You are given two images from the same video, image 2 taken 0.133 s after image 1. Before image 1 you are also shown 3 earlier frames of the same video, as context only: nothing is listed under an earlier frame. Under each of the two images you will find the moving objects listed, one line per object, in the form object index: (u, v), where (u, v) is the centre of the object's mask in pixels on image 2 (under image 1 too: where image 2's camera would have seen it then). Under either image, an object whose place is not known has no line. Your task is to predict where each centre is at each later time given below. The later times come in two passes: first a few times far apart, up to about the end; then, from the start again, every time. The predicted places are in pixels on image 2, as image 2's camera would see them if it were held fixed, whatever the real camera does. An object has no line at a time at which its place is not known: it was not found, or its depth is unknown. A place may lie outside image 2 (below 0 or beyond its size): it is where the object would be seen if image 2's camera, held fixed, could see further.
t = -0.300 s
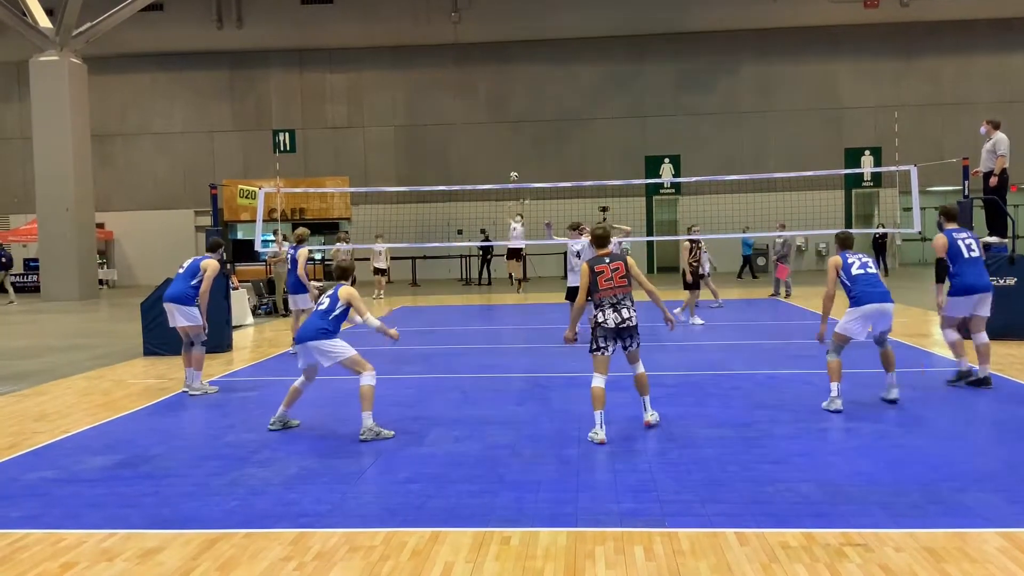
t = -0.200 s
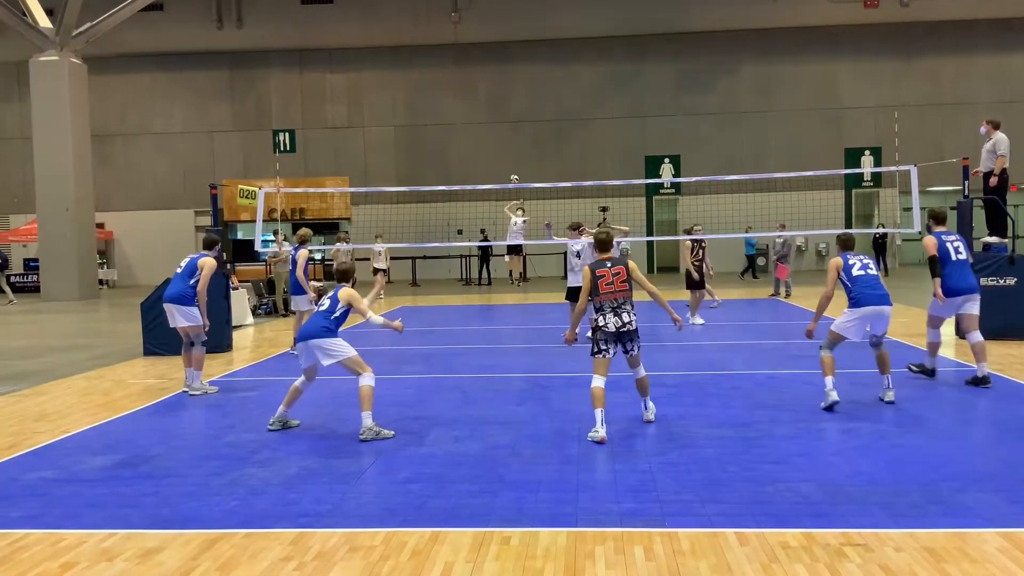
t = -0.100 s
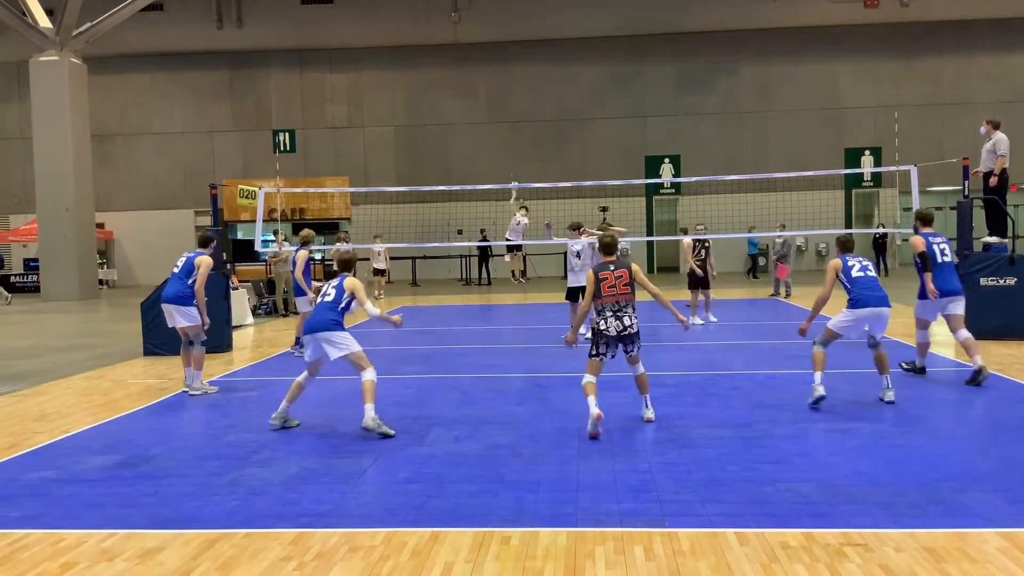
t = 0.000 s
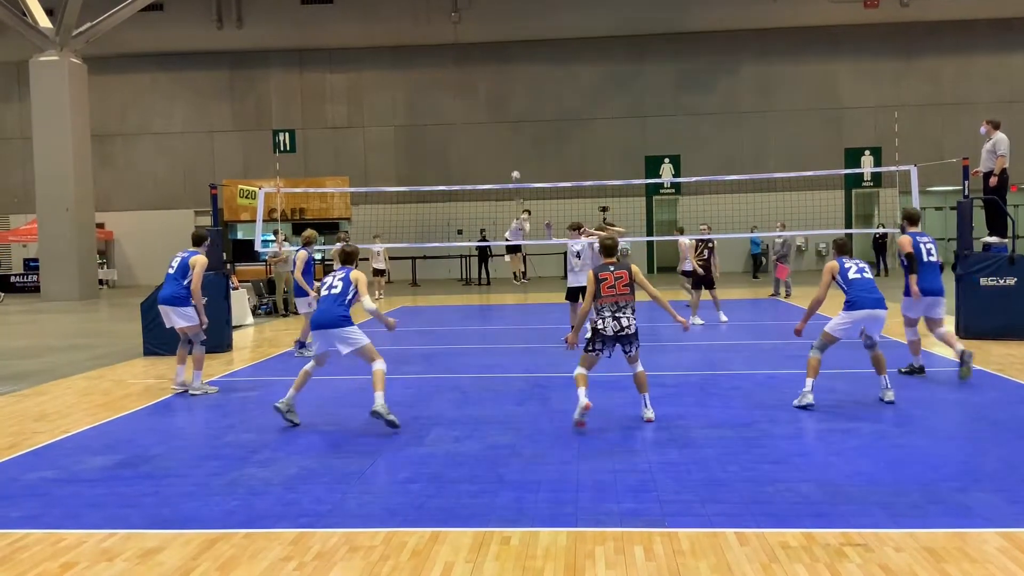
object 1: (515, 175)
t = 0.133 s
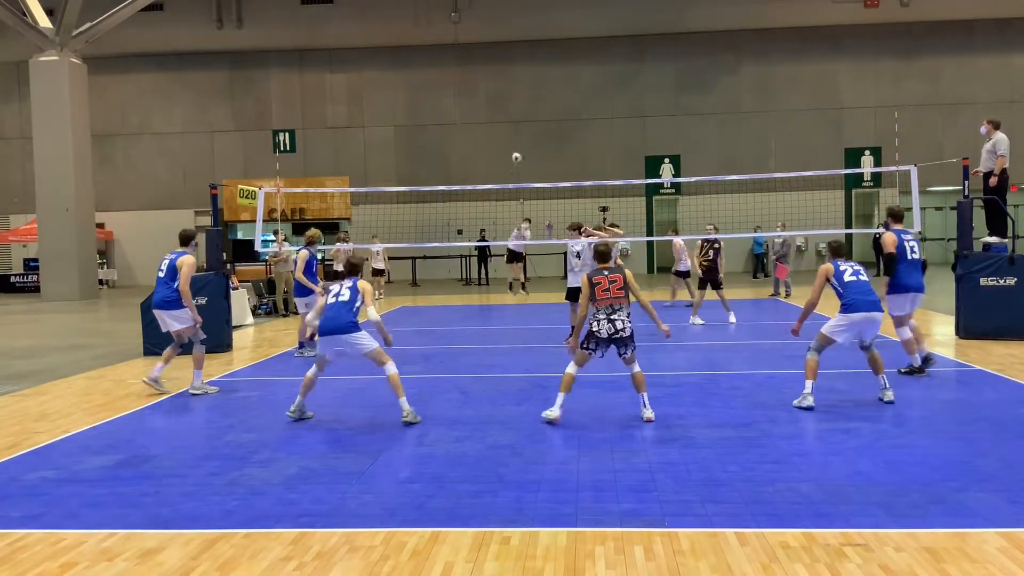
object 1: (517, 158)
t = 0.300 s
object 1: (520, 142)
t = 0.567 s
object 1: (536, 145)
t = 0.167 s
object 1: (517, 154)
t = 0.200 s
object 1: (517, 150)
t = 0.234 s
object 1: (518, 147)
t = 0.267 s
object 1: (518, 144)
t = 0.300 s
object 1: (520, 142)
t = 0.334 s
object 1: (522, 139)
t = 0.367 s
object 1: (524, 138)
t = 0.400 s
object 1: (525, 137)
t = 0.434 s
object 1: (527, 137)
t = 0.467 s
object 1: (529, 138)
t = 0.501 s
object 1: (531, 139)
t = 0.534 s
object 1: (534, 142)
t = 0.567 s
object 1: (536, 145)
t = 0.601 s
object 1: (538, 148)
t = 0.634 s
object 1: (541, 154)
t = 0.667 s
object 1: (544, 160)
